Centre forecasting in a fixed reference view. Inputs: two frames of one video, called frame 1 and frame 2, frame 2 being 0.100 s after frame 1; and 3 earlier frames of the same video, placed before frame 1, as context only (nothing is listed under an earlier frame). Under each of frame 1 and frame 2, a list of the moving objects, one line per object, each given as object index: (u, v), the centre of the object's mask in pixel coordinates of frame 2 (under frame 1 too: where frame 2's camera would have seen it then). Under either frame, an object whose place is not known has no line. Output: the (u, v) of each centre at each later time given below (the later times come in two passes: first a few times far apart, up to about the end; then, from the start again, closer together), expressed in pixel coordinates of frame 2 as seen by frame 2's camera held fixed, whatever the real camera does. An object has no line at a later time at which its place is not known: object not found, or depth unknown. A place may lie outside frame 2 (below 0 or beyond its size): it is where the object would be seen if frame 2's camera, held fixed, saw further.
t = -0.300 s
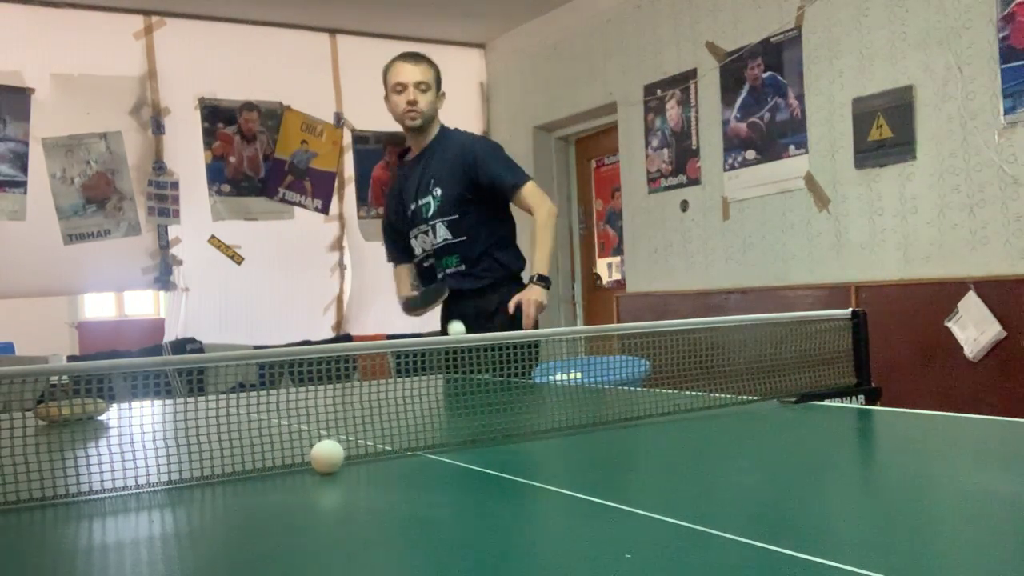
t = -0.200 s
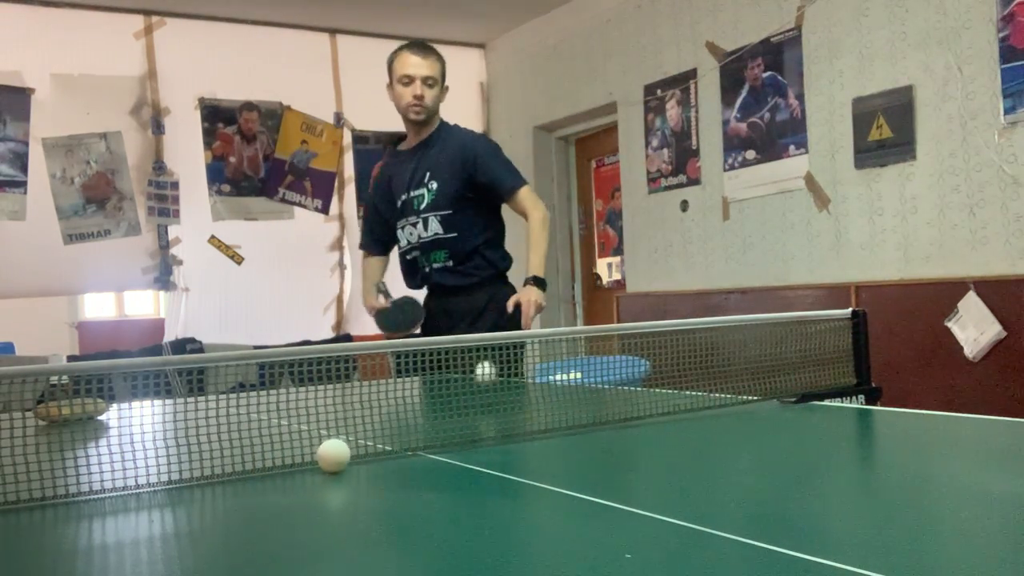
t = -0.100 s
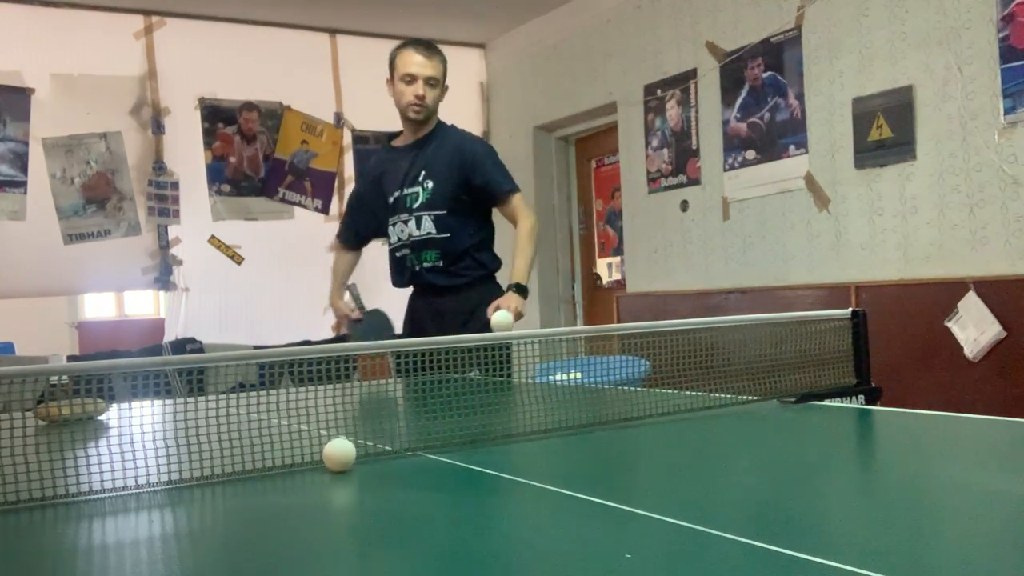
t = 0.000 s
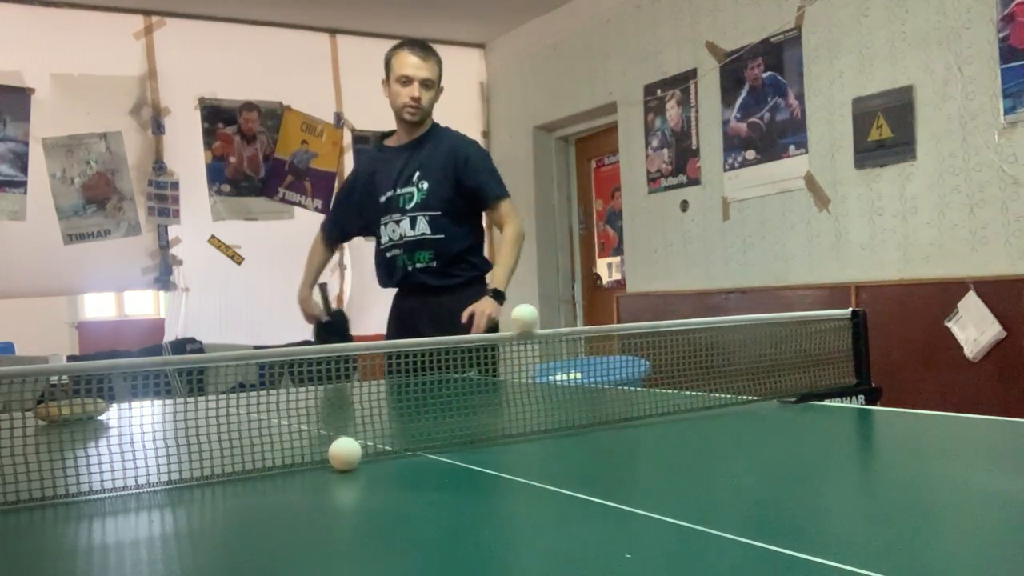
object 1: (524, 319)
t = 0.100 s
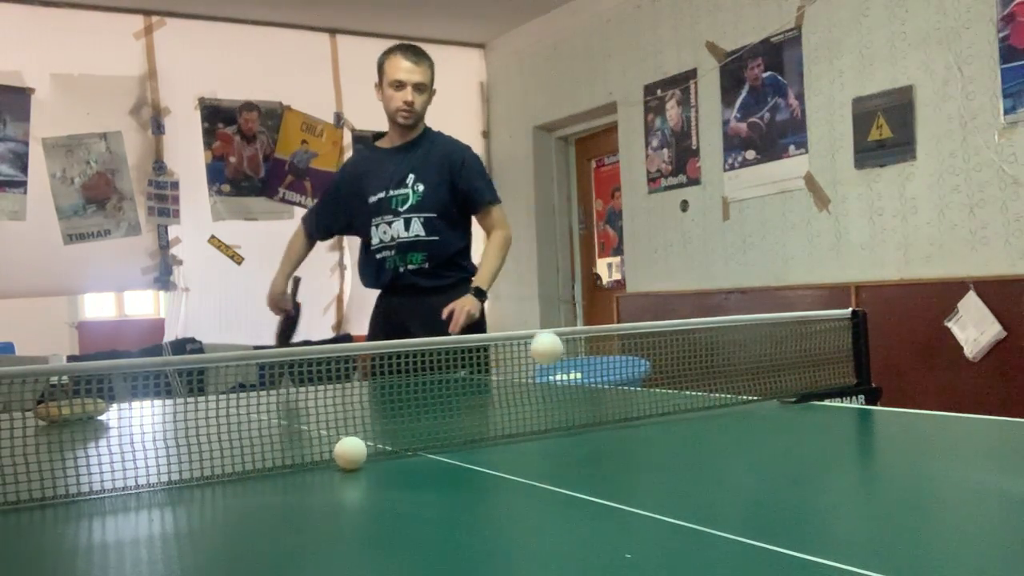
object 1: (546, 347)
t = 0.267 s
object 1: (572, 392)
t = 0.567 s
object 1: (552, 487)
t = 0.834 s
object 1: (410, 529)
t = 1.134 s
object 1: (194, 474)
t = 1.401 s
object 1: (69, 450)
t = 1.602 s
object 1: (14, 455)
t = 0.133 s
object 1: (556, 378)
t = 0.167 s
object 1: (566, 419)
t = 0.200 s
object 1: (575, 462)
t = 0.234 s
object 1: (574, 422)
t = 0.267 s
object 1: (572, 392)
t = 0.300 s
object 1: (571, 373)
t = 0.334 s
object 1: (571, 362)
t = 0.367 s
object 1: (571, 364)
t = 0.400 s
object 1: (571, 378)
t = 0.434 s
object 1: (572, 405)
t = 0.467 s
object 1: (573, 450)
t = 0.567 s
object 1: (552, 487)
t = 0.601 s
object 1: (536, 455)
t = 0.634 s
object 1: (519, 440)
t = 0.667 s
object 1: (504, 441)
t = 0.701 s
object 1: (488, 457)
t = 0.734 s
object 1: (472, 491)
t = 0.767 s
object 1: (458, 542)
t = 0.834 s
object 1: (410, 529)
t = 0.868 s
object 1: (380, 485)
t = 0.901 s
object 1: (354, 461)
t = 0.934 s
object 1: (328, 454)
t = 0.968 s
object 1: (306, 464)
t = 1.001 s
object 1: (284, 487)
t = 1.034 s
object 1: (264, 526)
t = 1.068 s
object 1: (244, 558)
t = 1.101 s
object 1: (218, 511)
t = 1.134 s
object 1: (194, 474)
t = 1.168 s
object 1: (174, 457)
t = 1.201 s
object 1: (156, 450)
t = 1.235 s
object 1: (140, 458)
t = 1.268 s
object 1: (124, 478)
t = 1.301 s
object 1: (110, 508)
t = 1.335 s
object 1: (96, 506)
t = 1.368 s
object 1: (81, 472)
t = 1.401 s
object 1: (69, 450)
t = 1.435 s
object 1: (58, 442)
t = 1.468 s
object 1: (47, 444)
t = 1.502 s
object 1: (38, 457)
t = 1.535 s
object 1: (30, 481)
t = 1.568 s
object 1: (21, 484)
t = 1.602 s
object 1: (14, 455)
